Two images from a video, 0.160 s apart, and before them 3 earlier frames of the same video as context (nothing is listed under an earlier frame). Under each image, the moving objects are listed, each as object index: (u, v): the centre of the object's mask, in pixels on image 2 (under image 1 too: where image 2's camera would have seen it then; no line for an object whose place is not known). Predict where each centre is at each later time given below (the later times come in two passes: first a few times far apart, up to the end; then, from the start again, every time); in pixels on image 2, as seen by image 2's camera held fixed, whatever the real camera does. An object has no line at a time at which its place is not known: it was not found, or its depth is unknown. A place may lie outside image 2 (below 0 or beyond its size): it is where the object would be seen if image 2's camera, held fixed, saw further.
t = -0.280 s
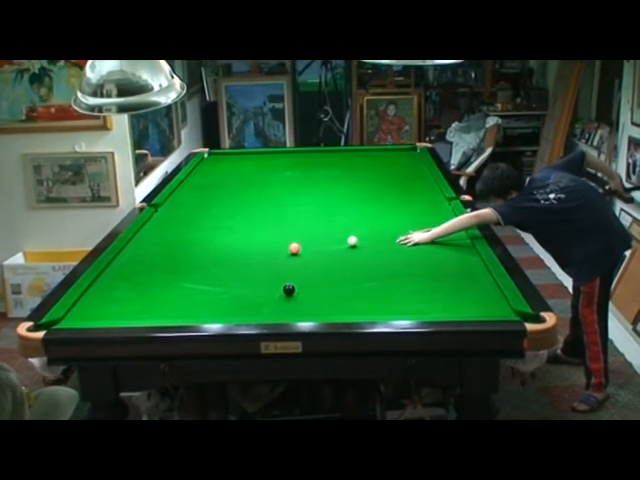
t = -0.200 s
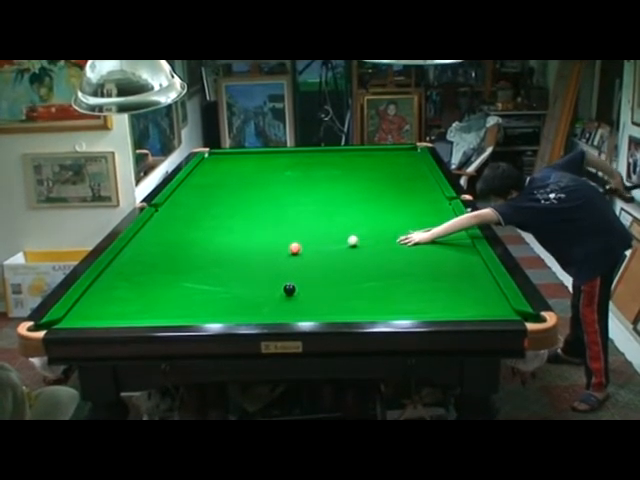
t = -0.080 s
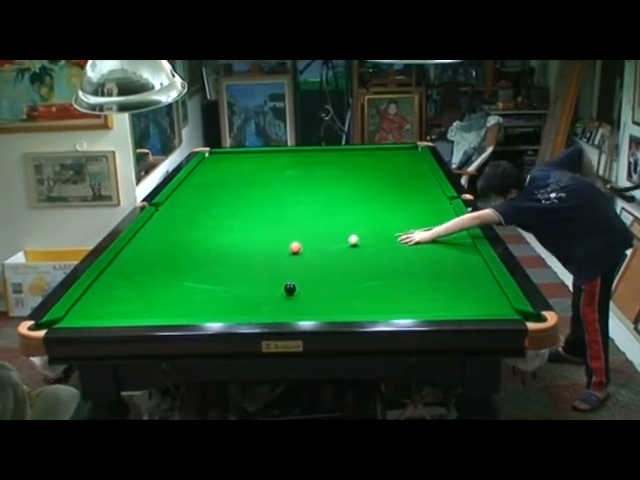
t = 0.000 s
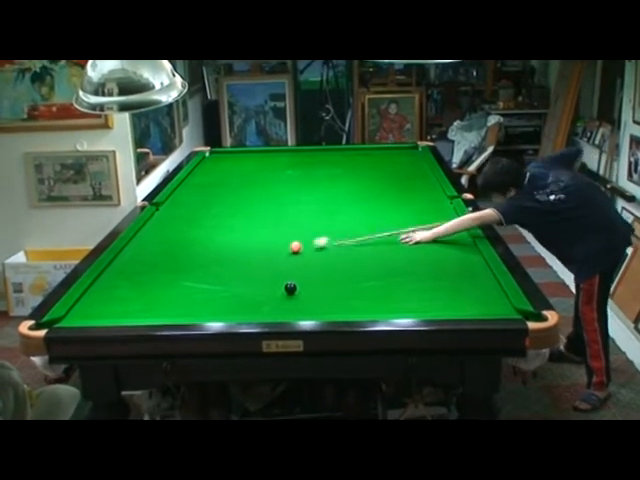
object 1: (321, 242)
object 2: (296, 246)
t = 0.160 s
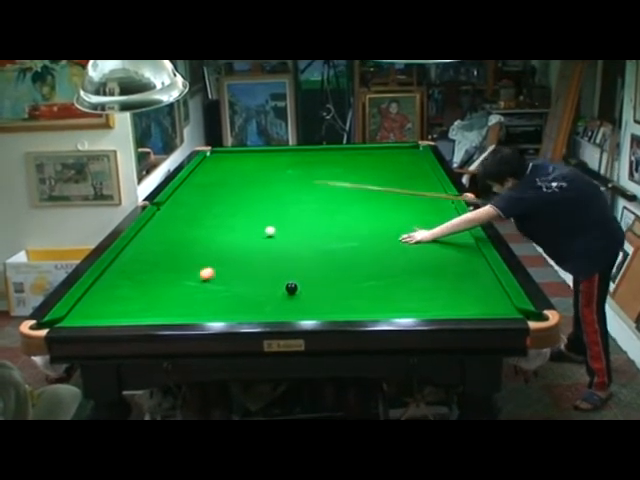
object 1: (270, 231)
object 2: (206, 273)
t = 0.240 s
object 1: (258, 225)
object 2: (155, 289)
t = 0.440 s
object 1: (253, 211)
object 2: (48, 326)
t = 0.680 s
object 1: (257, 197)
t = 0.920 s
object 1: (261, 184)
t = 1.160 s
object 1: (264, 174)
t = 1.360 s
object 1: (266, 166)
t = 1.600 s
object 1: (267, 158)
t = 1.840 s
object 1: (269, 151)
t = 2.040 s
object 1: (273, 153)
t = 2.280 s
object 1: (278, 158)
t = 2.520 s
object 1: (284, 162)
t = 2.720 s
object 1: (290, 167)
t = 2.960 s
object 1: (296, 173)
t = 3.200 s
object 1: (302, 179)
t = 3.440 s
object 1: (309, 184)
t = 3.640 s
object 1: (314, 189)
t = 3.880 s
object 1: (322, 196)
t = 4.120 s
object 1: (329, 203)
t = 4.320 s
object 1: (335, 208)
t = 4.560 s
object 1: (343, 215)
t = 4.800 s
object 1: (351, 222)
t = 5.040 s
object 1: (359, 229)
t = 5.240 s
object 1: (366, 235)
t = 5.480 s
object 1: (374, 243)
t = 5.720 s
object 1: (383, 250)
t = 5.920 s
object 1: (389, 256)
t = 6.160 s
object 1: (397, 263)
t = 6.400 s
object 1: (405, 270)
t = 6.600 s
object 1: (411, 276)
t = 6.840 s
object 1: (418, 283)
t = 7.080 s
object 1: (426, 289)
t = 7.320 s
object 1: (432, 296)
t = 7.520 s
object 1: (437, 301)
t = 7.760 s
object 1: (443, 305)
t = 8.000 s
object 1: (448, 310)
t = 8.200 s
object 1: (449, 307)
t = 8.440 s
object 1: (449, 306)
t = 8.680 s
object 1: (449, 305)
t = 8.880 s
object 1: (449, 304)
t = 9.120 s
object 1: (449, 304)
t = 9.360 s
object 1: (449, 304)
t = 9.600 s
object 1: (449, 304)
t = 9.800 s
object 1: (449, 304)
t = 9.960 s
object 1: (449, 304)
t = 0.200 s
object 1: (263, 228)
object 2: (180, 281)
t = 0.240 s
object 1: (258, 225)
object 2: (155, 289)
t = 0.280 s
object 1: (255, 222)
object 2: (129, 297)
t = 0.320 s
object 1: (253, 219)
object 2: (102, 305)
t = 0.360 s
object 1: (252, 217)
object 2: (75, 313)
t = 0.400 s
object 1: (252, 214)
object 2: (59, 320)
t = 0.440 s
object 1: (253, 211)
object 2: (48, 326)
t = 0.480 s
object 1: (253, 209)
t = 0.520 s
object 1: (254, 206)
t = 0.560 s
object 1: (255, 203)
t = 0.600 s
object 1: (256, 201)
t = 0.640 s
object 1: (257, 199)
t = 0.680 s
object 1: (257, 197)
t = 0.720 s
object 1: (258, 195)
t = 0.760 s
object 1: (258, 192)
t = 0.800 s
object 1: (259, 190)
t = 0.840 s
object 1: (260, 188)
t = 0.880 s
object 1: (260, 186)
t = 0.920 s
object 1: (261, 184)
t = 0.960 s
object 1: (262, 183)
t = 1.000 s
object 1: (262, 181)
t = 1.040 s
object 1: (262, 179)
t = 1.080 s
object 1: (263, 177)
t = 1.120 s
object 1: (264, 175)
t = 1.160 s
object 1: (264, 174)
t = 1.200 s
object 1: (264, 173)
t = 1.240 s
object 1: (264, 171)
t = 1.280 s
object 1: (265, 169)
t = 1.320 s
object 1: (265, 168)
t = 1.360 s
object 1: (266, 166)
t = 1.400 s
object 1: (266, 165)
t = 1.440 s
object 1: (266, 164)
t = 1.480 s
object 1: (267, 162)
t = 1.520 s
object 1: (267, 161)
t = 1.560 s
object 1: (267, 160)
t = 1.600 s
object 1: (267, 158)
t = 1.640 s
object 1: (268, 157)
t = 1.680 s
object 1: (268, 156)
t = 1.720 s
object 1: (268, 155)
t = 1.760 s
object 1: (268, 153)
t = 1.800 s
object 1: (268, 152)
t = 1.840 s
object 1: (269, 151)
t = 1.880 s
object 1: (269, 150)
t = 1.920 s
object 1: (270, 150)
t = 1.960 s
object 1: (271, 151)
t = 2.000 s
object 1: (272, 152)
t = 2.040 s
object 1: (273, 153)
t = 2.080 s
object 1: (274, 153)
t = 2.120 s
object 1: (275, 154)
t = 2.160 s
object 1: (275, 155)
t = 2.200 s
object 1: (277, 156)
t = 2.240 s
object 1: (278, 157)
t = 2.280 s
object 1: (278, 158)
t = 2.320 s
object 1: (280, 158)
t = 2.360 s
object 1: (281, 159)
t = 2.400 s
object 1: (281, 160)
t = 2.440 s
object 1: (283, 161)
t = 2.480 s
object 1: (283, 162)
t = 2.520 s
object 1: (284, 162)
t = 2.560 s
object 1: (285, 163)
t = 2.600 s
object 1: (286, 165)
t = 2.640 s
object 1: (287, 165)
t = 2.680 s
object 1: (288, 166)
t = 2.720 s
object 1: (290, 167)
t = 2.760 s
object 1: (290, 168)
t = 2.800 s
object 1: (292, 169)
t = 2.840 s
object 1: (293, 170)
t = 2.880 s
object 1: (294, 171)
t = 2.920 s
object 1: (295, 172)
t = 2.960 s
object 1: (296, 173)
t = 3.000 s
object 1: (297, 174)
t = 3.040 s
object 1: (298, 175)
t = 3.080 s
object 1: (299, 175)
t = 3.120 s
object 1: (300, 177)
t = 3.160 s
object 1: (301, 178)
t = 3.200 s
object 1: (302, 179)
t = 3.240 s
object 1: (303, 180)
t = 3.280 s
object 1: (304, 180)
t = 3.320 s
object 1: (305, 182)
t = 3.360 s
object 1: (306, 182)
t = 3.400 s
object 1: (308, 183)
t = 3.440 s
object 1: (309, 184)
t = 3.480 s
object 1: (310, 185)
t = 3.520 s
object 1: (311, 186)
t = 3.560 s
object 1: (312, 187)
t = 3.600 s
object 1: (313, 188)
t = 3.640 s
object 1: (314, 189)
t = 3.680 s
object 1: (316, 191)
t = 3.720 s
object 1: (317, 192)
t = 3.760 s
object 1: (318, 193)
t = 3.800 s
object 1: (319, 194)
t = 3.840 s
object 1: (321, 195)
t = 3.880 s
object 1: (322, 196)
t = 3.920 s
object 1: (323, 197)
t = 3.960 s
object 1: (324, 198)
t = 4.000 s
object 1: (325, 199)
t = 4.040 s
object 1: (327, 201)
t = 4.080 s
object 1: (328, 202)
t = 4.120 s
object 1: (329, 203)
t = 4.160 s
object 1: (330, 204)
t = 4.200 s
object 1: (332, 205)
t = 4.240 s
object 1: (333, 205)
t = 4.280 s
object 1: (334, 207)
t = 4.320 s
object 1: (335, 208)
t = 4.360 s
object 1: (337, 209)
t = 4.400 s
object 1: (338, 210)
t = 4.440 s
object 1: (339, 211)
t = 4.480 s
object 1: (340, 212)
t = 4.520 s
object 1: (342, 214)
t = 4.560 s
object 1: (343, 215)
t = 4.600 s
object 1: (344, 216)
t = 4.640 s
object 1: (346, 217)
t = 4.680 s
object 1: (347, 218)
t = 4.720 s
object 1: (348, 219)
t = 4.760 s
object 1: (350, 221)
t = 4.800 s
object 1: (351, 222)
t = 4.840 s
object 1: (352, 223)
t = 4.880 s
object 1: (354, 224)
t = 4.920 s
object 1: (355, 225)
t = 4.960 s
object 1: (356, 226)
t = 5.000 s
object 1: (358, 228)
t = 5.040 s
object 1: (359, 229)
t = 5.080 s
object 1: (361, 231)
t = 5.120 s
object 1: (362, 231)
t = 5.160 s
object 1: (363, 233)
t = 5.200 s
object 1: (365, 234)
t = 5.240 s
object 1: (366, 235)
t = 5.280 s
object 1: (367, 236)
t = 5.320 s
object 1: (369, 238)
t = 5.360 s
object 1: (370, 239)
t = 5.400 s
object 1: (371, 240)
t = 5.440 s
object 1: (373, 241)
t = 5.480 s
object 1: (374, 243)
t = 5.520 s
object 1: (375, 244)
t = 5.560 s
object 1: (377, 245)
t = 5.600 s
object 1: (379, 247)
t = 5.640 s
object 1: (380, 247)
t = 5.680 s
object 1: (381, 249)
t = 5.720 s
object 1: (383, 250)
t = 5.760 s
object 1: (384, 251)
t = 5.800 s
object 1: (385, 252)
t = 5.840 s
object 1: (386, 254)
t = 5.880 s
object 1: (387, 255)
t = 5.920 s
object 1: (389, 256)
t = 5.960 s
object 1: (390, 257)
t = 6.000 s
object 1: (391, 258)
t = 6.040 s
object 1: (392, 260)
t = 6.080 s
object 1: (394, 261)
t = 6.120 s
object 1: (395, 262)
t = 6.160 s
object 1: (397, 263)
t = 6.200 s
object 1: (398, 264)
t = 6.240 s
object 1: (400, 265)
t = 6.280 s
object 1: (401, 266)
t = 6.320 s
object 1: (403, 267)
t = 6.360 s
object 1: (404, 269)
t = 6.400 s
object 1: (405, 270)
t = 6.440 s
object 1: (406, 271)
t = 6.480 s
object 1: (408, 272)
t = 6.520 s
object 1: (409, 274)
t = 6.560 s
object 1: (410, 275)
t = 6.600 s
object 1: (411, 276)
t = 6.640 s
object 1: (413, 277)
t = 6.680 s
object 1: (414, 278)
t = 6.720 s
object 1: (415, 279)
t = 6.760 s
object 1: (416, 280)
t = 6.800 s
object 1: (418, 282)
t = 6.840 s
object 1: (418, 283)
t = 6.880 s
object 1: (420, 284)
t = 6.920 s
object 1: (421, 285)
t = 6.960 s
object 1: (422, 286)
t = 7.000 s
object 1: (423, 287)
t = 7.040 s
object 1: (425, 288)
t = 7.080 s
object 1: (426, 289)
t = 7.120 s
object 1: (427, 290)
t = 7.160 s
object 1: (428, 292)
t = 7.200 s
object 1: (429, 293)
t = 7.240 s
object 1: (430, 294)
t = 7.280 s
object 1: (431, 295)
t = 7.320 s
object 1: (432, 296)
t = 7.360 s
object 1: (433, 297)
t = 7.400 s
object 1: (434, 298)
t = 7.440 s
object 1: (435, 299)
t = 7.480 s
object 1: (436, 300)
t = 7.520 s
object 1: (437, 301)
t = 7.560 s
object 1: (438, 302)
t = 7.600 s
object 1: (439, 303)
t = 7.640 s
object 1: (440, 304)
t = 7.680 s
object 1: (441, 305)
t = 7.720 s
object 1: (442, 305)
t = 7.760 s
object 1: (443, 305)
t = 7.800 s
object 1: (443, 306)
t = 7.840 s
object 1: (444, 307)
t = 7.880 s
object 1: (445, 307)
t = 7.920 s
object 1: (446, 308)
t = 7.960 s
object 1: (447, 309)
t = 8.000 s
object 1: (448, 310)
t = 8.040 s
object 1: (448, 309)
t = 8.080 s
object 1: (448, 309)
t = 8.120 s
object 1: (448, 309)
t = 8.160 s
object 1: (448, 308)
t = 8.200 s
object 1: (449, 307)
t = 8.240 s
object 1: (449, 307)
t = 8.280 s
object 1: (449, 307)
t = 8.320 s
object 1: (449, 307)
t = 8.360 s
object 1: (449, 306)
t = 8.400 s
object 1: (449, 306)
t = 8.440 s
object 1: (449, 306)
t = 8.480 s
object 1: (449, 306)
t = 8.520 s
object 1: (449, 306)
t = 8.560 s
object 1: (449, 305)
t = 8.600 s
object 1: (449, 305)
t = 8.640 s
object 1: (449, 305)
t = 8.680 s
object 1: (449, 305)
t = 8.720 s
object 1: (449, 304)
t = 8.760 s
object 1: (449, 304)
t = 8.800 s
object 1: (449, 304)
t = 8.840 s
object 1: (449, 304)
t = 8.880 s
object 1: (449, 304)
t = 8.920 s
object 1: (449, 304)
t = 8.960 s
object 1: (449, 304)
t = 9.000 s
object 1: (449, 304)
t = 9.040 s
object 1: (449, 304)
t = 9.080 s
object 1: (449, 304)
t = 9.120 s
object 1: (449, 304)
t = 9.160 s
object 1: (449, 304)
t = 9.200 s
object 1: (449, 304)
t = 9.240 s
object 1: (449, 304)
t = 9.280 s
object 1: (449, 304)
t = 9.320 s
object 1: (449, 304)
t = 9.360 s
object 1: (449, 304)
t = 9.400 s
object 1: (448, 304)
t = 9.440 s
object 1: (449, 304)
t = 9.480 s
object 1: (449, 304)
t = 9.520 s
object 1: (449, 304)
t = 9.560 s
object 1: (449, 304)
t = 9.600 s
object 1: (449, 304)
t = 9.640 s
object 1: (449, 304)
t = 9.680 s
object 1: (449, 304)
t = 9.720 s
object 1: (449, 304)
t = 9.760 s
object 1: (449, 304)
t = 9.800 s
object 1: (449, 304)
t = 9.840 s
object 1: (449, 304)
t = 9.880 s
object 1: (449, 304)
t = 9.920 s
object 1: (449, 304)
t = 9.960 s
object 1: (449, 304)
